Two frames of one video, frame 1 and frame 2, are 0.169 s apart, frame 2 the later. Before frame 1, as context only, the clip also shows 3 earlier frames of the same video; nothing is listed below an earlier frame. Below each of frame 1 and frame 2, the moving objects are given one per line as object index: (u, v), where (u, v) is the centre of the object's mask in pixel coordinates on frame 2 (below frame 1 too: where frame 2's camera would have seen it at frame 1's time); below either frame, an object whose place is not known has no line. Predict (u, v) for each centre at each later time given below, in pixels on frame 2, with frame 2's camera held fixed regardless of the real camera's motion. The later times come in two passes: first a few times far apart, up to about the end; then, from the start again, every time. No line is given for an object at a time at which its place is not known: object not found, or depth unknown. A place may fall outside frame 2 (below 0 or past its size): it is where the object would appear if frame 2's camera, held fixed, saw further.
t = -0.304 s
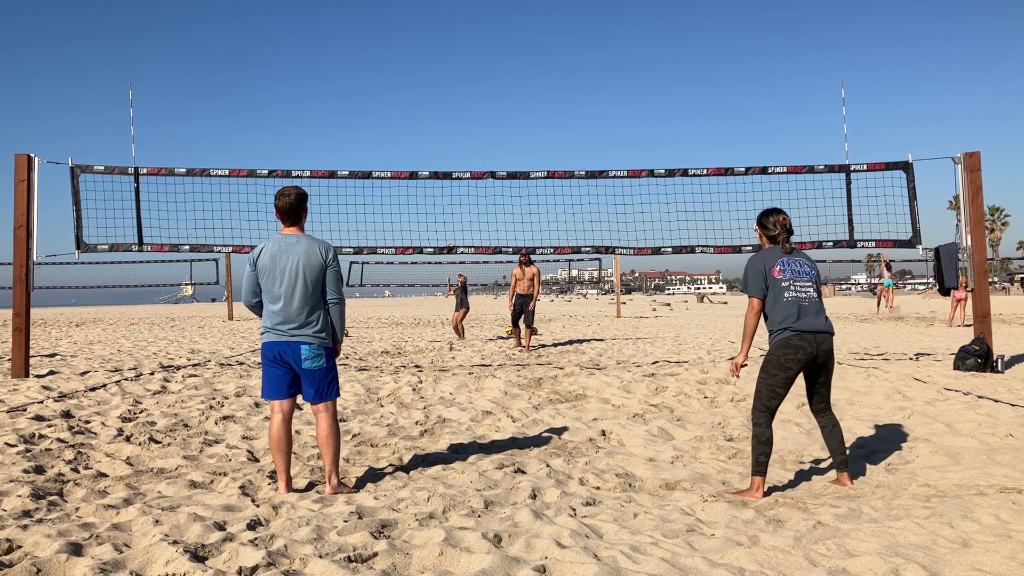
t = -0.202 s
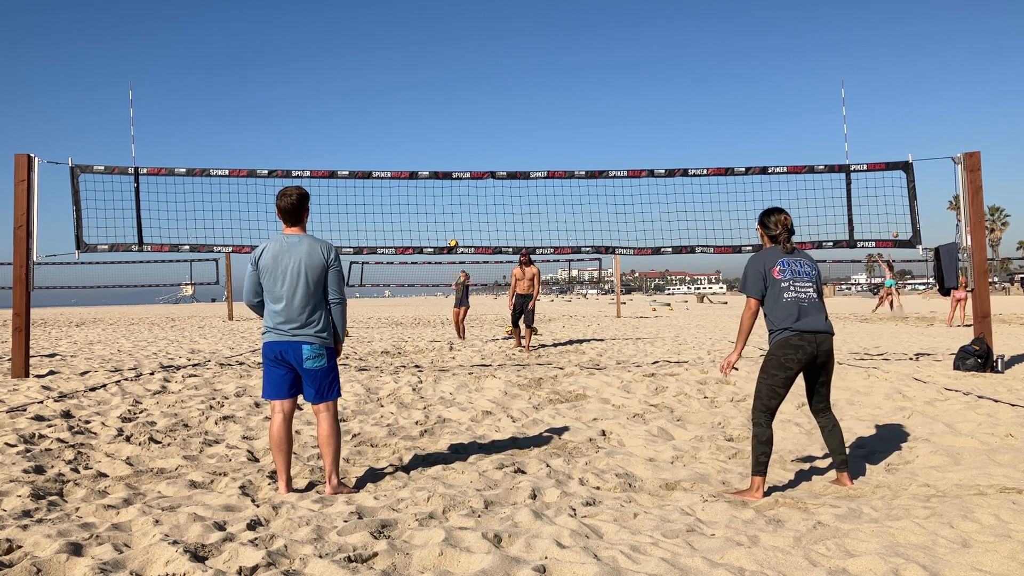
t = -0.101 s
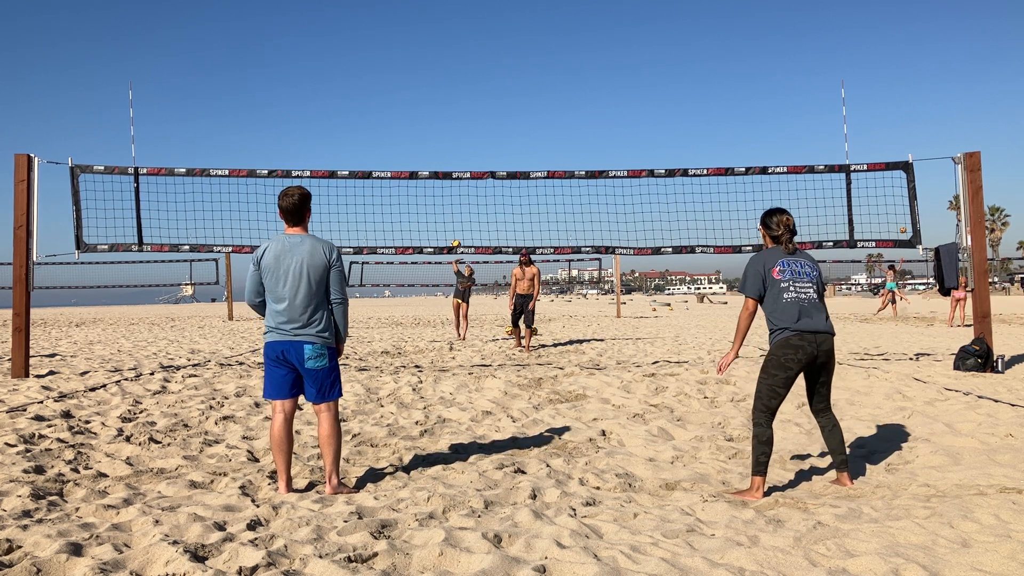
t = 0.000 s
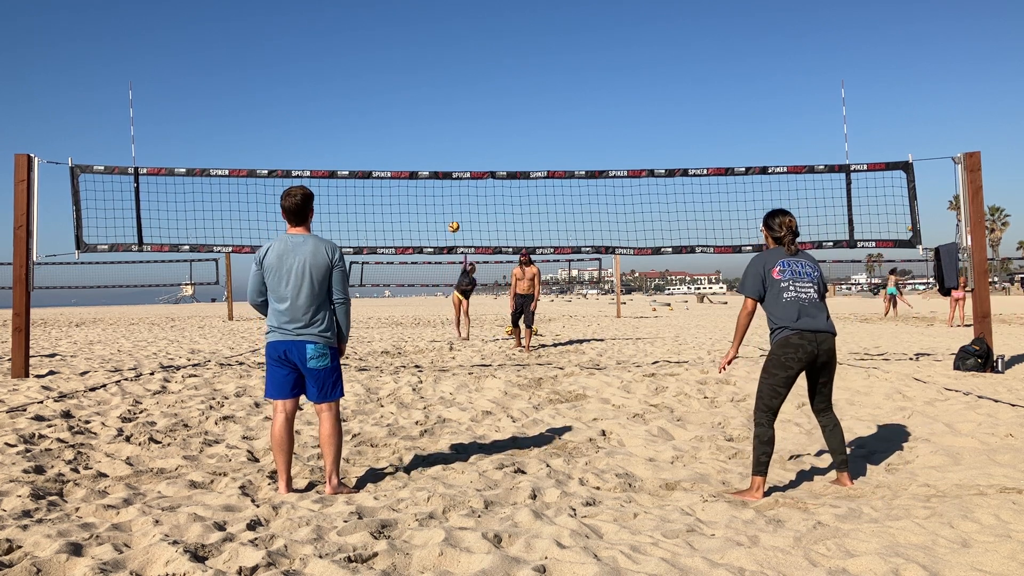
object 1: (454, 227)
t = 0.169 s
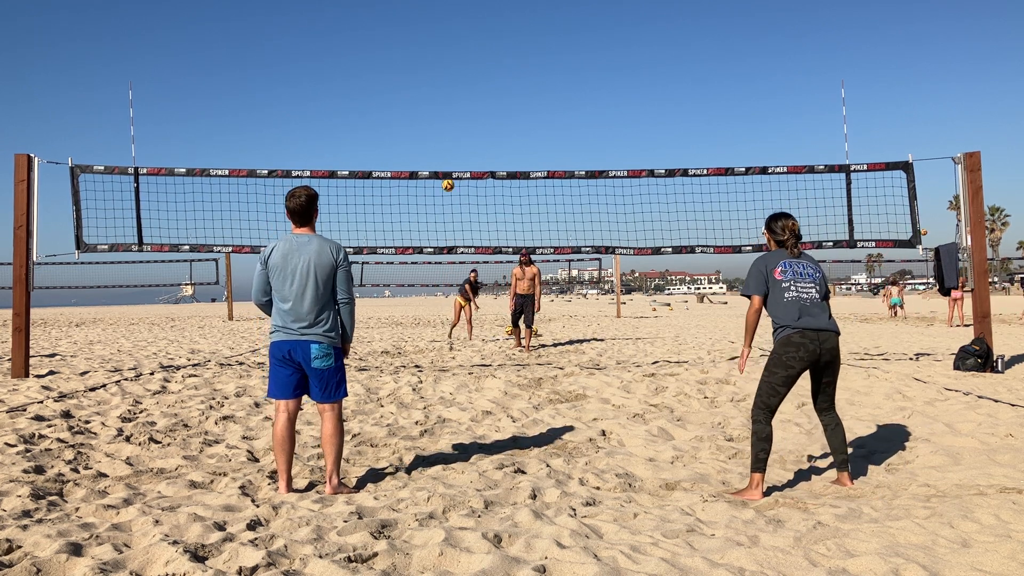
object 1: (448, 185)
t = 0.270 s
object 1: (444, 164)
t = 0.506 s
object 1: (435, 138)
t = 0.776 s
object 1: (420, 165)
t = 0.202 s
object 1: (447, 181)
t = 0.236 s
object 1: (445, 168)
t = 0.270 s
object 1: (444, 164)
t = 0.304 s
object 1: (443, 158)
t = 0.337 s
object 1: (442, 153)
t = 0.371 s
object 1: (441, 148)
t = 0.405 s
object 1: (439, 144)
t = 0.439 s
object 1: (438, 142)
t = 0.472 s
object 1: (437, 140)
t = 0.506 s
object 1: (435, 138)
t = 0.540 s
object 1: (434, 138)
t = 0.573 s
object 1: (432, 138)
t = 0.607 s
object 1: (430, 140)
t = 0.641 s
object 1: (428, 142)
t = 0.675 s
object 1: (426, 146)
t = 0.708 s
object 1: (424, 151)
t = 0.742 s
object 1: (422, 157)
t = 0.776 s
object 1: (420, 165)
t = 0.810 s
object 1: (418, 175)
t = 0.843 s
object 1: (415, 186)
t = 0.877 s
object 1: (412, 199)
